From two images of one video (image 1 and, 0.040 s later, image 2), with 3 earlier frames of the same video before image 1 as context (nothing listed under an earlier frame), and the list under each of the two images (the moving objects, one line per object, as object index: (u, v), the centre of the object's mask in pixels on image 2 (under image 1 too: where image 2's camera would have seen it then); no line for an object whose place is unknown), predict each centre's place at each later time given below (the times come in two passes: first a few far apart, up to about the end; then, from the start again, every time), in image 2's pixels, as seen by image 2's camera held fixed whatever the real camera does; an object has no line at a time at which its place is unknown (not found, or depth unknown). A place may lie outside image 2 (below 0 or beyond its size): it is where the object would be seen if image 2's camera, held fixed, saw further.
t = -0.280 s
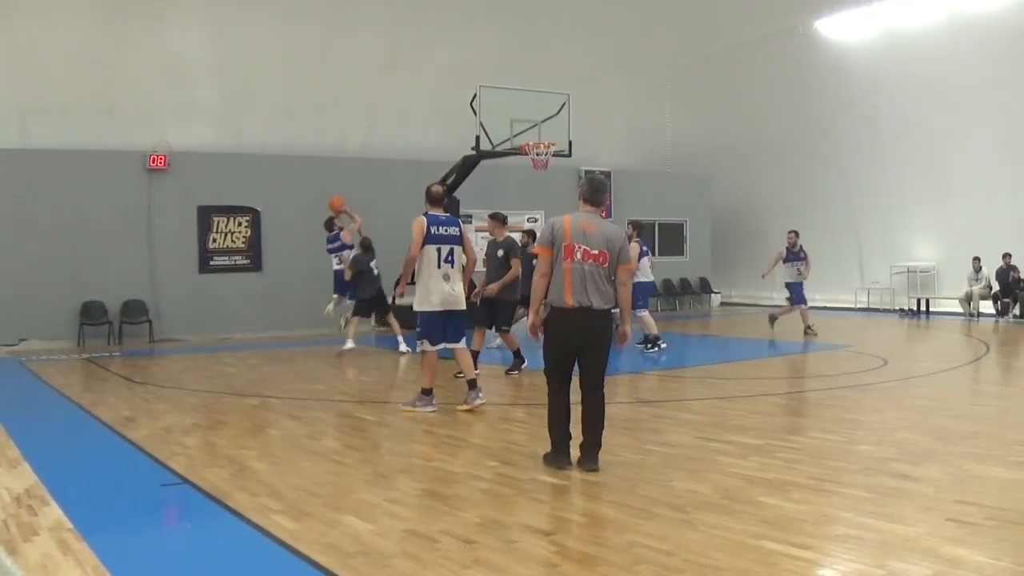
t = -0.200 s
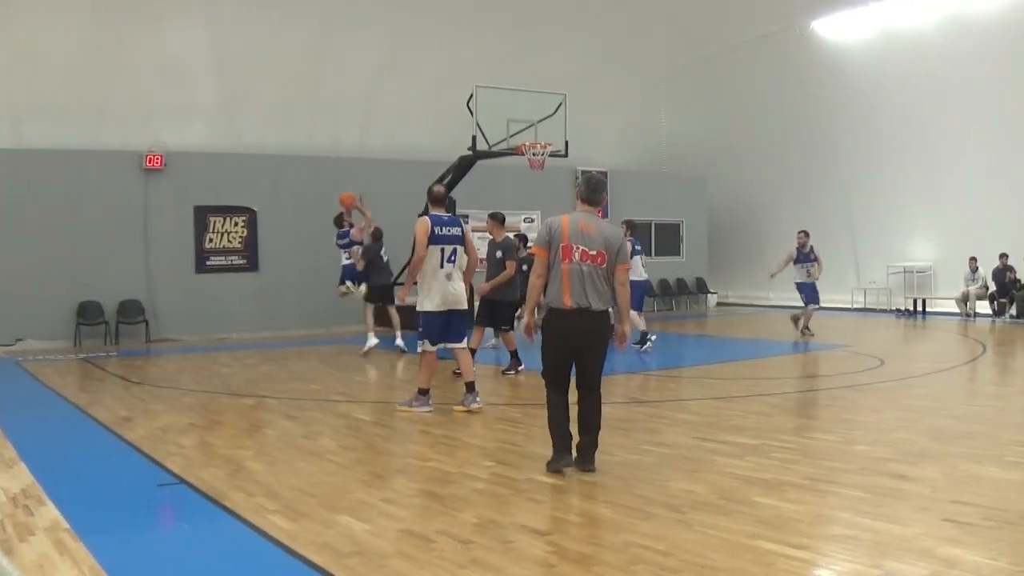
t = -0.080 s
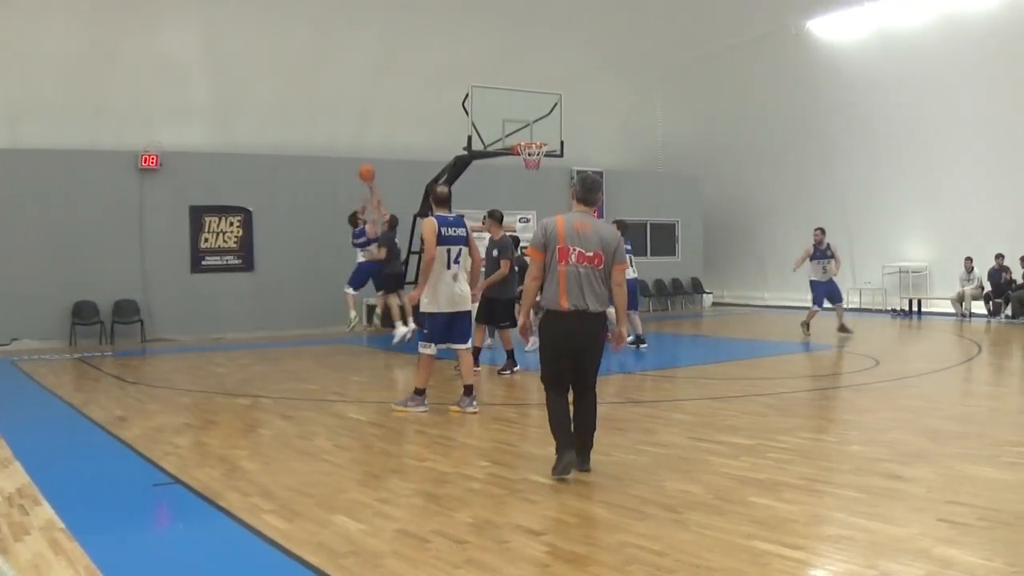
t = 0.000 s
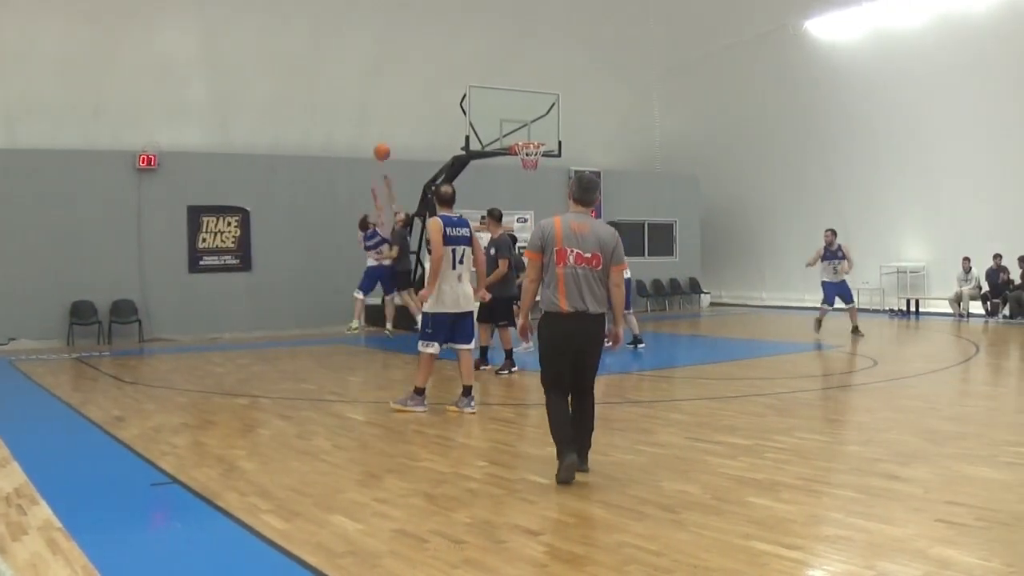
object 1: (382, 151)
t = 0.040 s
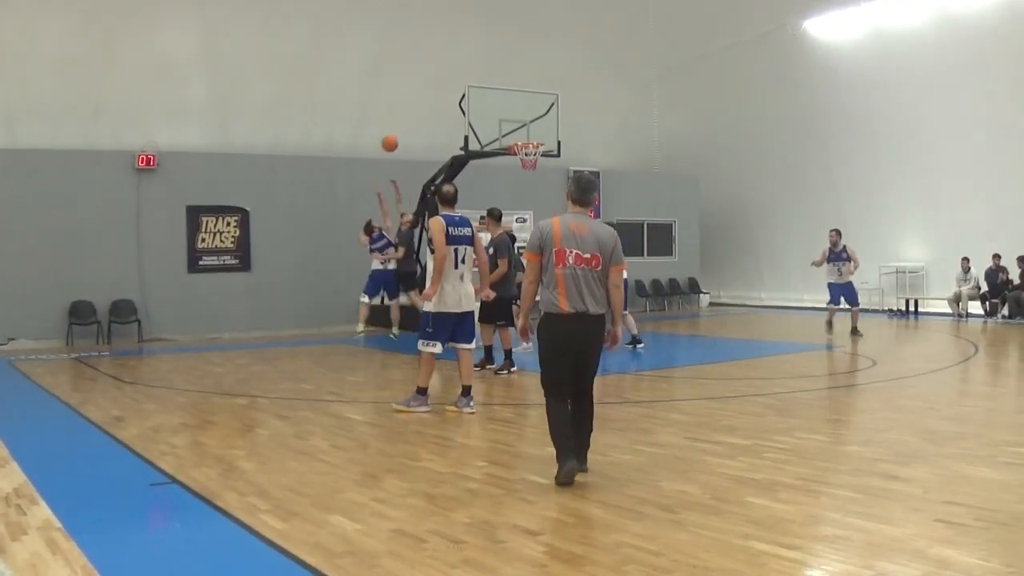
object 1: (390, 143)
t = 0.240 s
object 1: (429, 117)
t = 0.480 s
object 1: (475, 123)
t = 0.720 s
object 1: (493, 156)
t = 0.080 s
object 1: (398, 135)
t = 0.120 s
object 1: (406, 129)
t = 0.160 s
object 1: (413, 124)
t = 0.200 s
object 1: (422, 120)
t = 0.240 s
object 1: (429, 117)
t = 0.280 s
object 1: (437, 115)
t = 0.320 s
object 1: (445, 115)
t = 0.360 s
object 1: (453, 116)
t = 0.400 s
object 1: (460, 117)
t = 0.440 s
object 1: (468, 120)
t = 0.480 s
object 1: (475, 123)
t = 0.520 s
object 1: (482, 127)
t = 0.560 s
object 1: (491, 132)
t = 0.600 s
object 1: (498, 139)
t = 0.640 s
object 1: (505, 147)
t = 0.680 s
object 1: (499, 150)
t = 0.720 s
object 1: (493, 156)
